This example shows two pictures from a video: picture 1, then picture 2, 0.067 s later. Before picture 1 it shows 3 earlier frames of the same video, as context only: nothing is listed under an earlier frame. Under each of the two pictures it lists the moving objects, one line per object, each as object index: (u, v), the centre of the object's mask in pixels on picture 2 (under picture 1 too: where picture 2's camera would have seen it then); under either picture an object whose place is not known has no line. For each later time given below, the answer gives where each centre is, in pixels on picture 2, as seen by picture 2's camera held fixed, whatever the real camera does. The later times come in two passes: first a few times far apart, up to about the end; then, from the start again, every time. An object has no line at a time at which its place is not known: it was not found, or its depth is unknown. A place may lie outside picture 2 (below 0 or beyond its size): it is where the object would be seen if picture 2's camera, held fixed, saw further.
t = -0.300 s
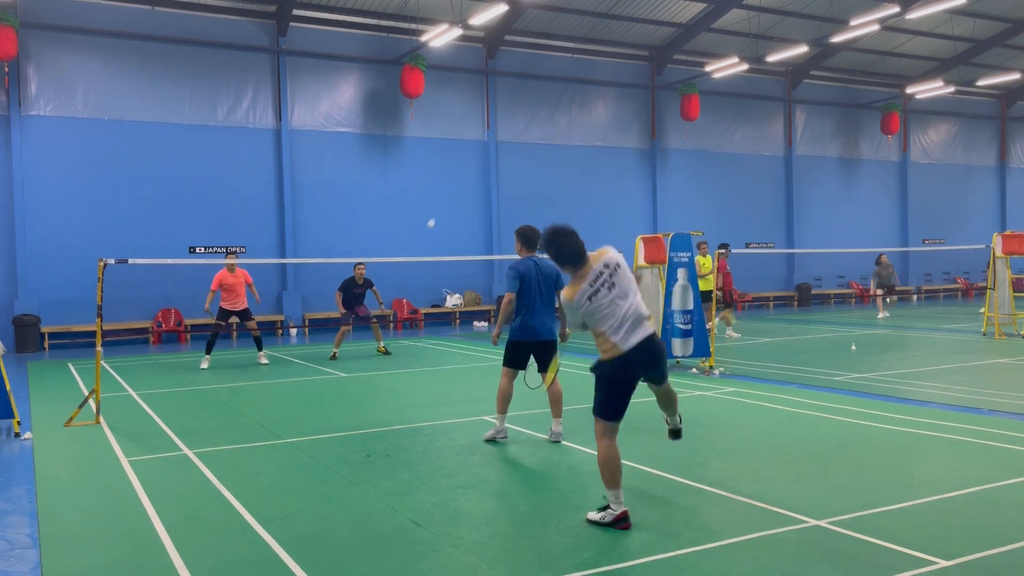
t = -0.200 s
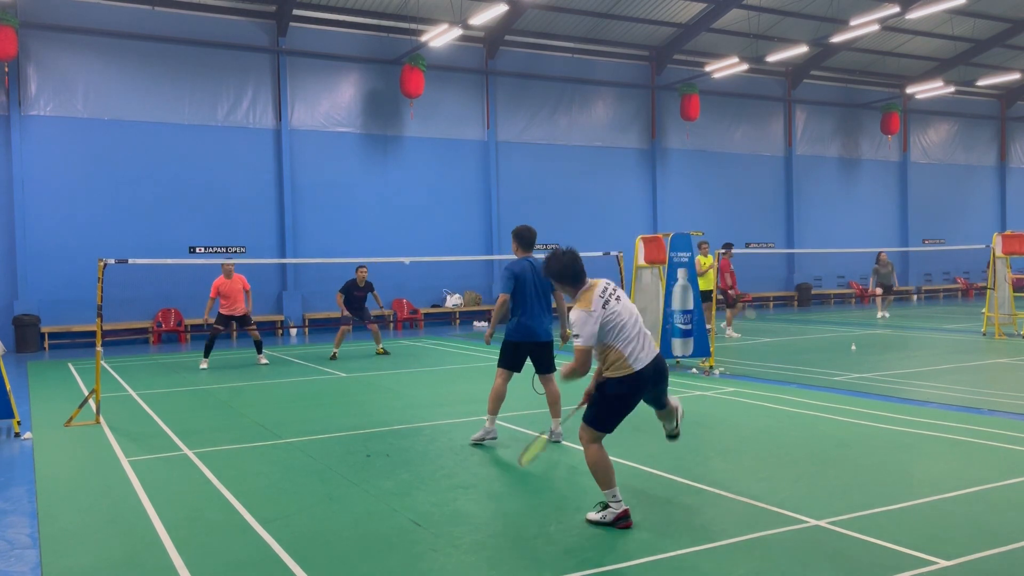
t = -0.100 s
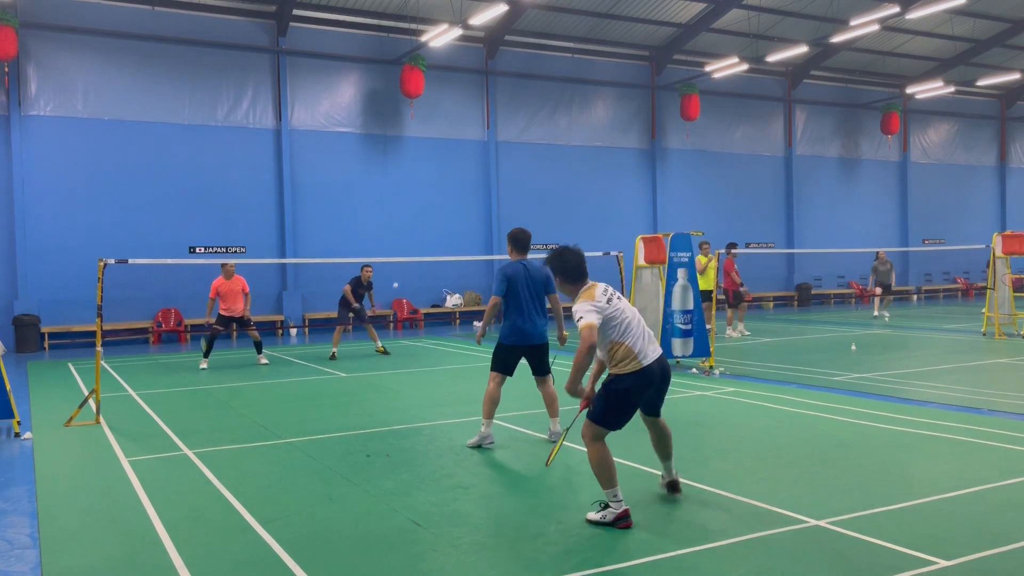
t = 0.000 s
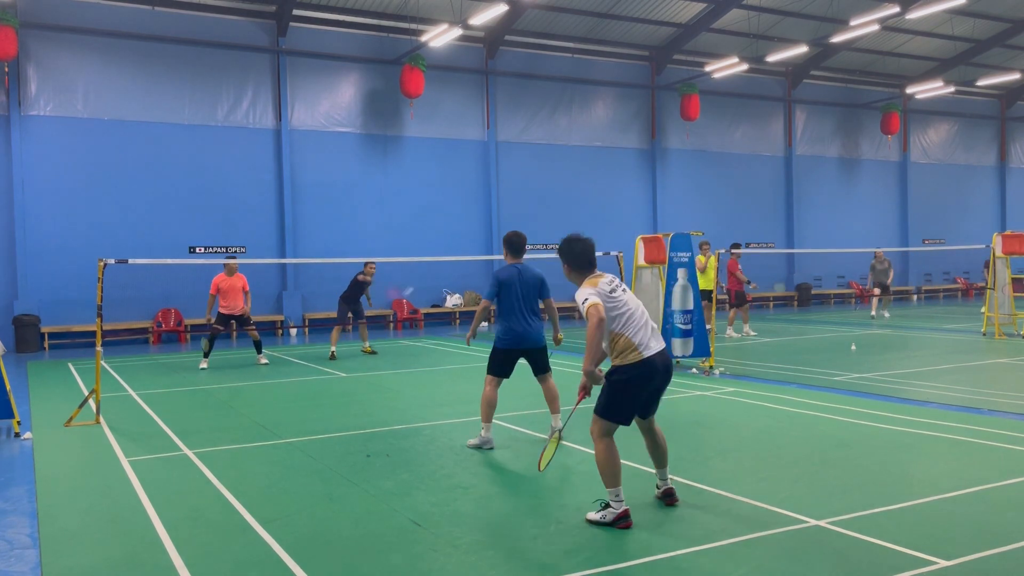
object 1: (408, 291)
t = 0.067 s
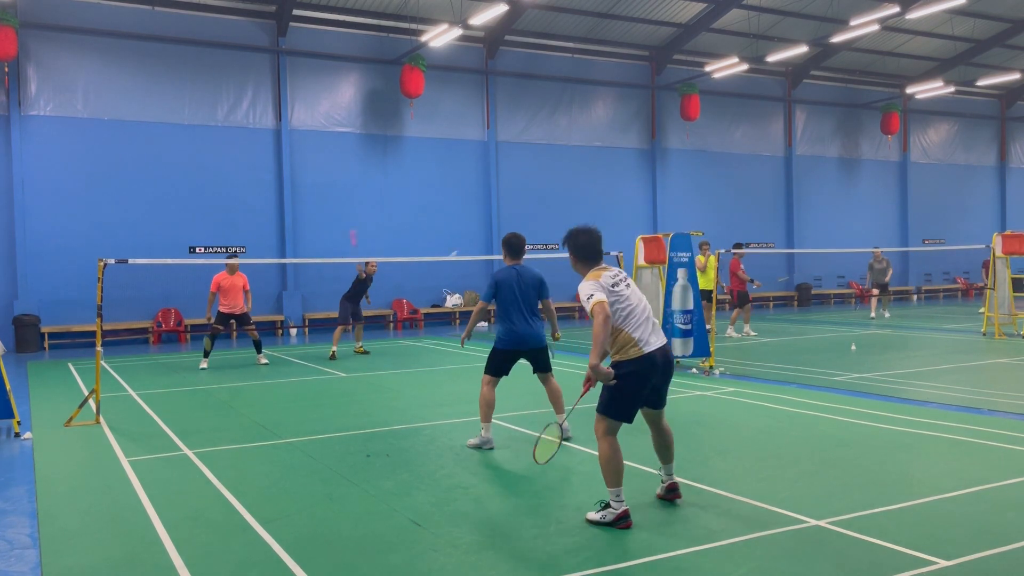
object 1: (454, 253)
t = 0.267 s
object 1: (569, 179)
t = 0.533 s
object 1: (686, 160)
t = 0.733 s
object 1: (765, 190)
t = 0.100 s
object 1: (474, 238)
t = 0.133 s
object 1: (494, 225)
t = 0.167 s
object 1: (514, 213)
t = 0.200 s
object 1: (532, 201)
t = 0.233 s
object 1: (550, 192)
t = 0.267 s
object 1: (569, 179)
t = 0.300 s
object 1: (582, 175)
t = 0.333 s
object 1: (599, 171)
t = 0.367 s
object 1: (614, 166)
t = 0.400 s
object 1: (628, 163)
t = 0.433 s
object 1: (643, 161)
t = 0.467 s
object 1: (657, 159)
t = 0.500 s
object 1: (671, 159)
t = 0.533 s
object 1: (686, 160)
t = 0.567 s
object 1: (699, 162)
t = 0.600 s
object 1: (713, 165)
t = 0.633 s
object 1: (726, 169)
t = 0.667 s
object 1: (740, 175)
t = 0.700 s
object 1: (752, 182)
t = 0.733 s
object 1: (765, 190)
